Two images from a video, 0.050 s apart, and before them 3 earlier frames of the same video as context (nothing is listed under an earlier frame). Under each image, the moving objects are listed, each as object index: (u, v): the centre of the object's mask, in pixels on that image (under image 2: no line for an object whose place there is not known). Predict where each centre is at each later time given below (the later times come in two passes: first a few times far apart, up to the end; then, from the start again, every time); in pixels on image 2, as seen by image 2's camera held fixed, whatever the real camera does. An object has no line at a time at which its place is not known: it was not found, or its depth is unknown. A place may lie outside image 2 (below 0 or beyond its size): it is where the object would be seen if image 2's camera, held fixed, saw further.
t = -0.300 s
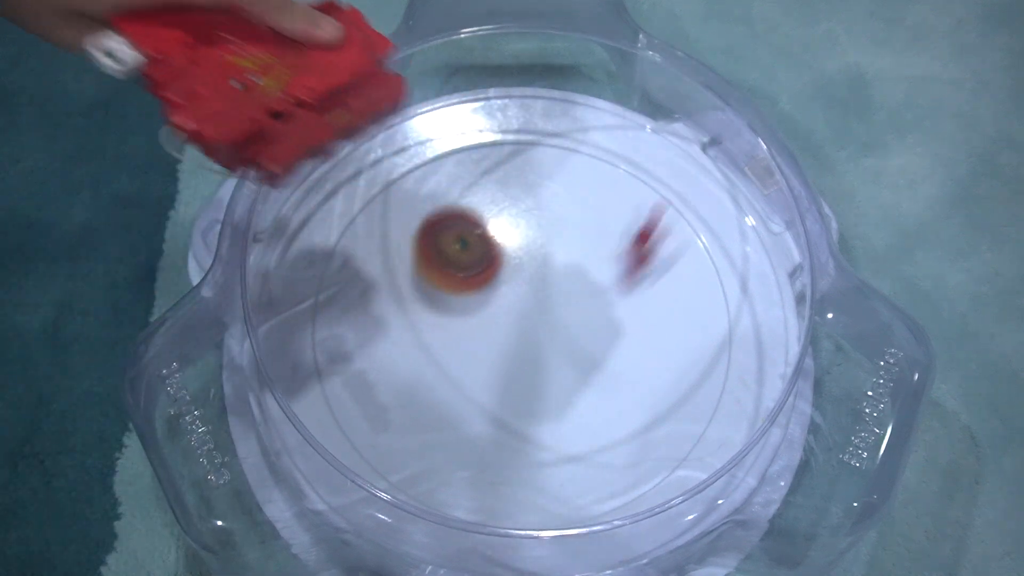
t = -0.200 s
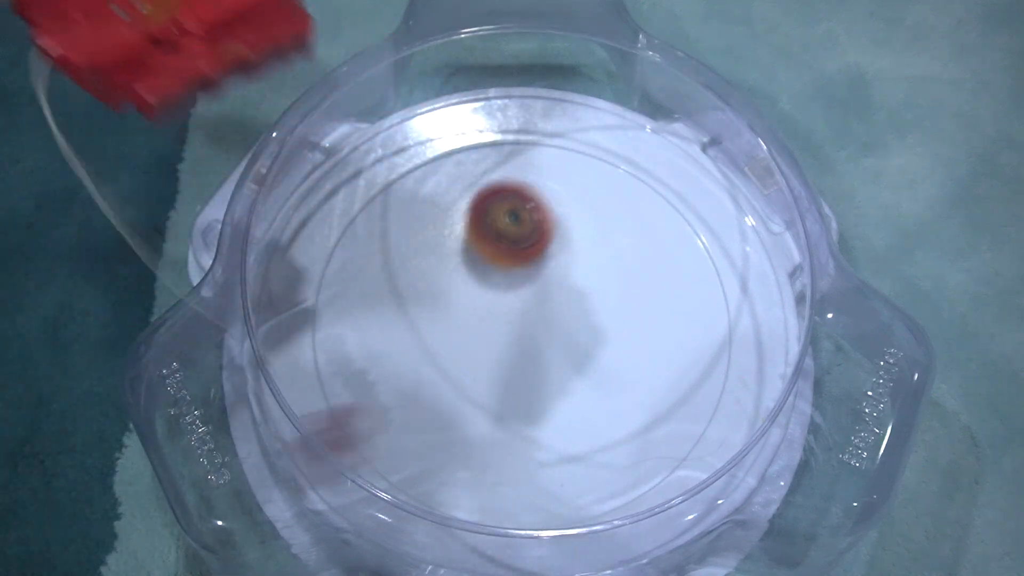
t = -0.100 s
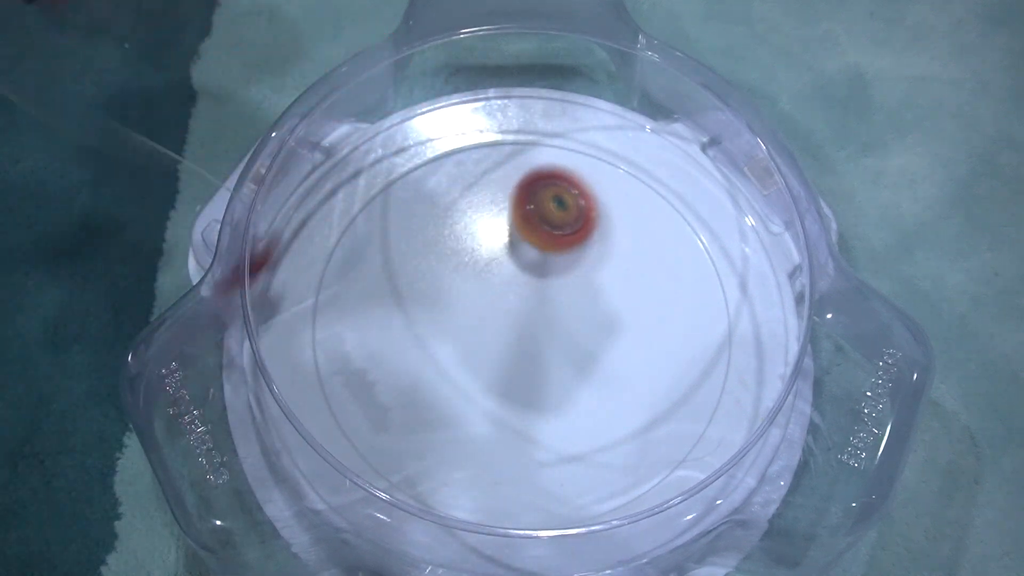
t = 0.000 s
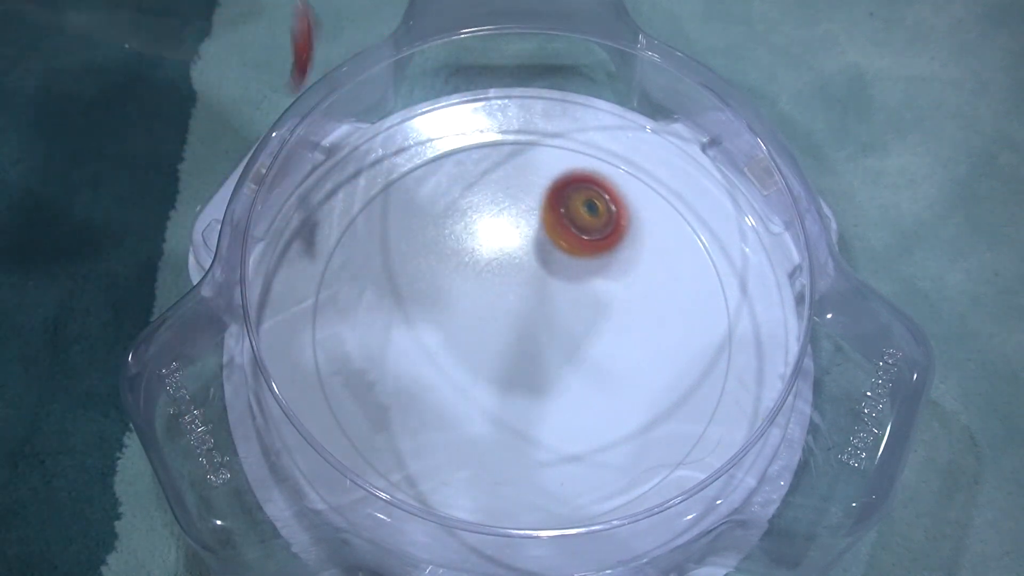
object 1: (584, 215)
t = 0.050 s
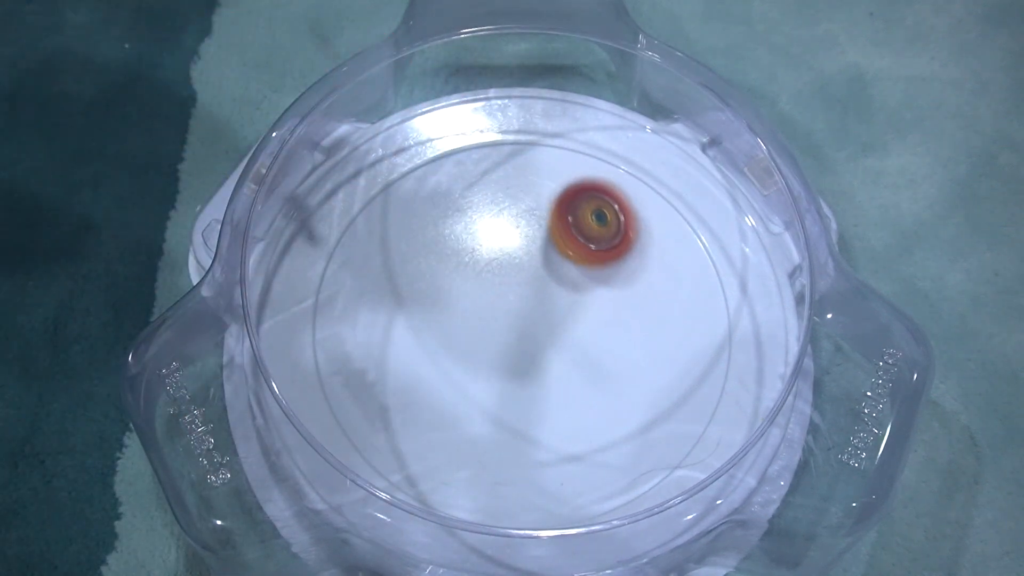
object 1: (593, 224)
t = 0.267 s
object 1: (572, 294)
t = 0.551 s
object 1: (498, 343)
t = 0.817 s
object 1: (546, 276)
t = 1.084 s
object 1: (588, 166)
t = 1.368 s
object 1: (444, 167)
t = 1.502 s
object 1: (469, 316)
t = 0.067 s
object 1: (595, 228)
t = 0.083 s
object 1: (595, 232)
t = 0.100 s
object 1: (596, 237)
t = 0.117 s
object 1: (596, 242)
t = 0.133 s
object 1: (595, 247)
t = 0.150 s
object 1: (594, 253)
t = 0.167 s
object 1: (592, 259)
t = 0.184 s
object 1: (590, 265)
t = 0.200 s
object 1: (587, 271)
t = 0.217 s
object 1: (584, 277)
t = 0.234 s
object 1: (580, 283)
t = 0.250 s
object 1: (576, 289)
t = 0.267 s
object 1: (572, 294)
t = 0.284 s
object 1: (568, 299)
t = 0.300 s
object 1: (563, 305)
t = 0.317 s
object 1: (558, 310)
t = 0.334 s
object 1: (553, 314)
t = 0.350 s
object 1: (547, 320)
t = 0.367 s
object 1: (542, 323)
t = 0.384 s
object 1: (537, 328)
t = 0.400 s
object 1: (531, 331)
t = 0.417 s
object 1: (526, 335)
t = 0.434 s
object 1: (521, 338)
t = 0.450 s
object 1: (516, 340)
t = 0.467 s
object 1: (512, 342)
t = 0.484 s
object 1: (508, 343)
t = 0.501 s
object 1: (505, 344)
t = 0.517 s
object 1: (503, 344)
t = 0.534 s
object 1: (500, 344)
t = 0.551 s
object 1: (498, 343)
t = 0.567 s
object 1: (497, 341)
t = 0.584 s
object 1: (497, 340)
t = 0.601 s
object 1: (497, 337)
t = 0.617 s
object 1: (498, 335)
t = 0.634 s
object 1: (499, 331)
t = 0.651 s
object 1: (501, 328)
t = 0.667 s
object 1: (504, 325)
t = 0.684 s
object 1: (508, 320)
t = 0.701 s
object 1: (511, 316)
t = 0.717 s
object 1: (515, 310)
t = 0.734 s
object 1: (519, 305)
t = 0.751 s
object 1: (524, 300)
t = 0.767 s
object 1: (529, 294)
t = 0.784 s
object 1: (535, 289)
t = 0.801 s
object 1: (541, 282)
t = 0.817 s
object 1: (546, 276)
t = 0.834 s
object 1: (552, 269)
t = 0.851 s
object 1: (558, 261)
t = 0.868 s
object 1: (563, 254)
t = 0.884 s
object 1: (568, 247)
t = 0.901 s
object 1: (573, 239)
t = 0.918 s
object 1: (577, 231)
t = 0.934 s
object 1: (581, 223)
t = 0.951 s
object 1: (585, 216)
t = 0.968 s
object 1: (587, 208)
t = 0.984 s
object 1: (589, 201)
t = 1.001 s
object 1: (590, 194)
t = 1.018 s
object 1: (591, 187)
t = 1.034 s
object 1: (591, 181)
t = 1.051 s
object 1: (590, 175)
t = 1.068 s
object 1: (589, 171)
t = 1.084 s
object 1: (588, 166)
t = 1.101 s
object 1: (585, 162)
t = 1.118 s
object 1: (583, 159)
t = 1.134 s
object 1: (580, 157)
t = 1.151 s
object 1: (577, 154)
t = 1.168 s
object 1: (573, 151)
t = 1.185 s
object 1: (569, 149)
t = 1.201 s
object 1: (565, 145)
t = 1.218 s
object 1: (558, 141)
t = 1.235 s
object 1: (550, 138)
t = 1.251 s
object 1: (541, 138)
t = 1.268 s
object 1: (531, 140)
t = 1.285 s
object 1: (520, 140)
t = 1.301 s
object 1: (507, 139)
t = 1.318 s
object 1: (493, 142)
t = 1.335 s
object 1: (477, 147)
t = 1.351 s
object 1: (460, 157)
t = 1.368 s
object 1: (444, 167)
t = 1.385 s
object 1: (433, 180)
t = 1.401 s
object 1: (425, 198)
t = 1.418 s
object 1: (420, 218)
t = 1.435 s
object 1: (422, 240)
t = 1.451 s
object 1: (427, 261)
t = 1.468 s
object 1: (436, 280)
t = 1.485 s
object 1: (452, 300)
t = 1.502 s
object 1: (469, 316)
